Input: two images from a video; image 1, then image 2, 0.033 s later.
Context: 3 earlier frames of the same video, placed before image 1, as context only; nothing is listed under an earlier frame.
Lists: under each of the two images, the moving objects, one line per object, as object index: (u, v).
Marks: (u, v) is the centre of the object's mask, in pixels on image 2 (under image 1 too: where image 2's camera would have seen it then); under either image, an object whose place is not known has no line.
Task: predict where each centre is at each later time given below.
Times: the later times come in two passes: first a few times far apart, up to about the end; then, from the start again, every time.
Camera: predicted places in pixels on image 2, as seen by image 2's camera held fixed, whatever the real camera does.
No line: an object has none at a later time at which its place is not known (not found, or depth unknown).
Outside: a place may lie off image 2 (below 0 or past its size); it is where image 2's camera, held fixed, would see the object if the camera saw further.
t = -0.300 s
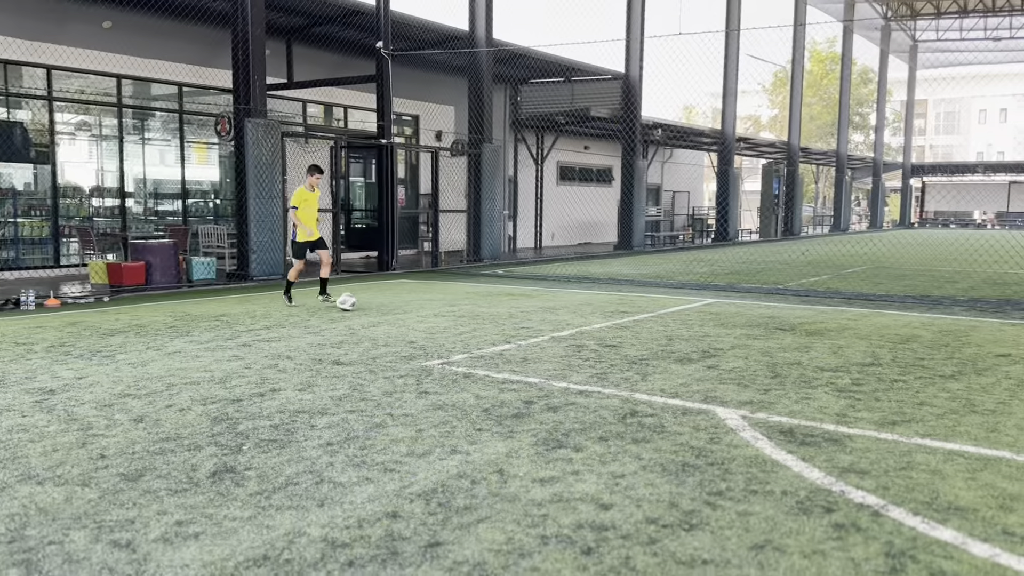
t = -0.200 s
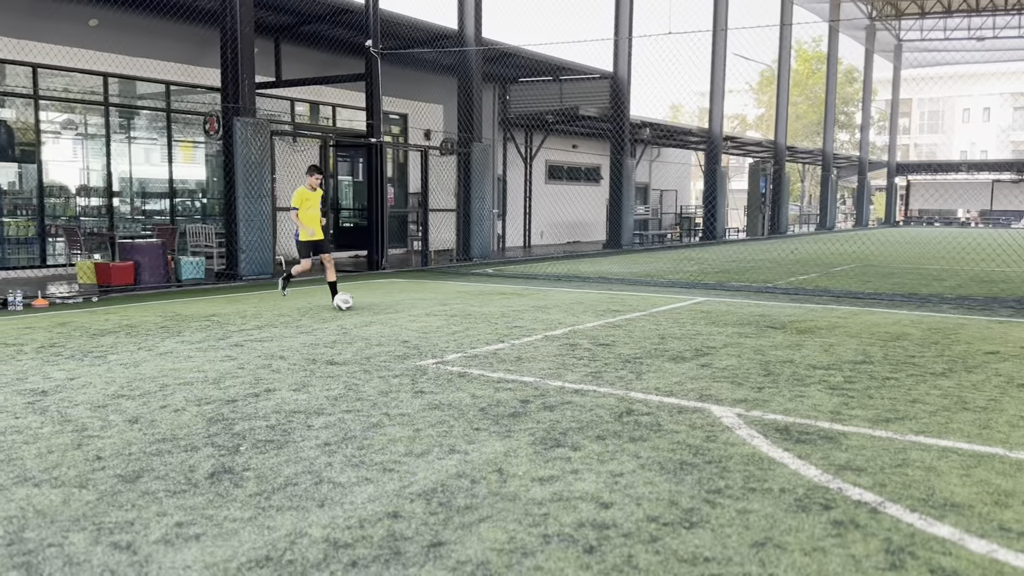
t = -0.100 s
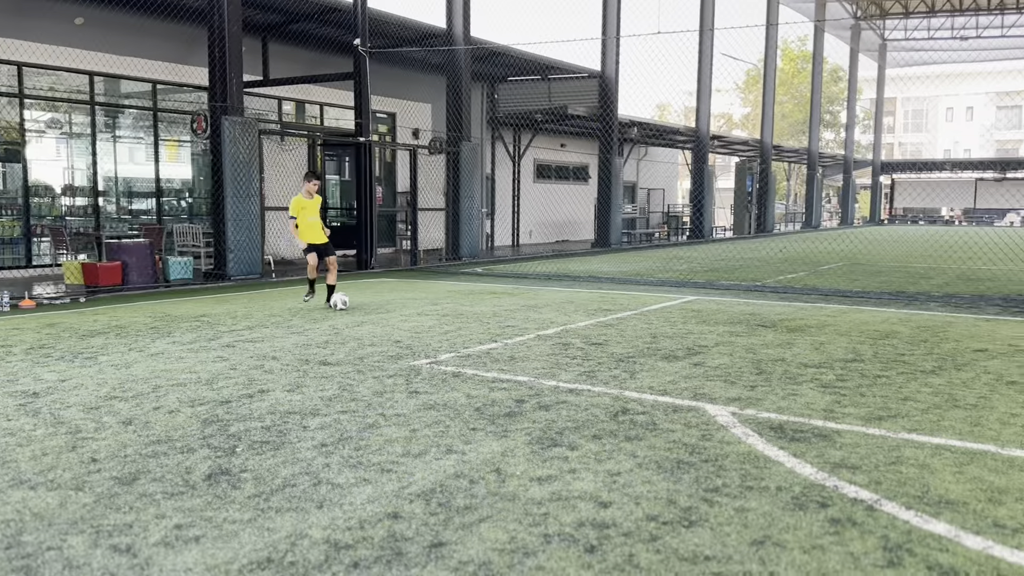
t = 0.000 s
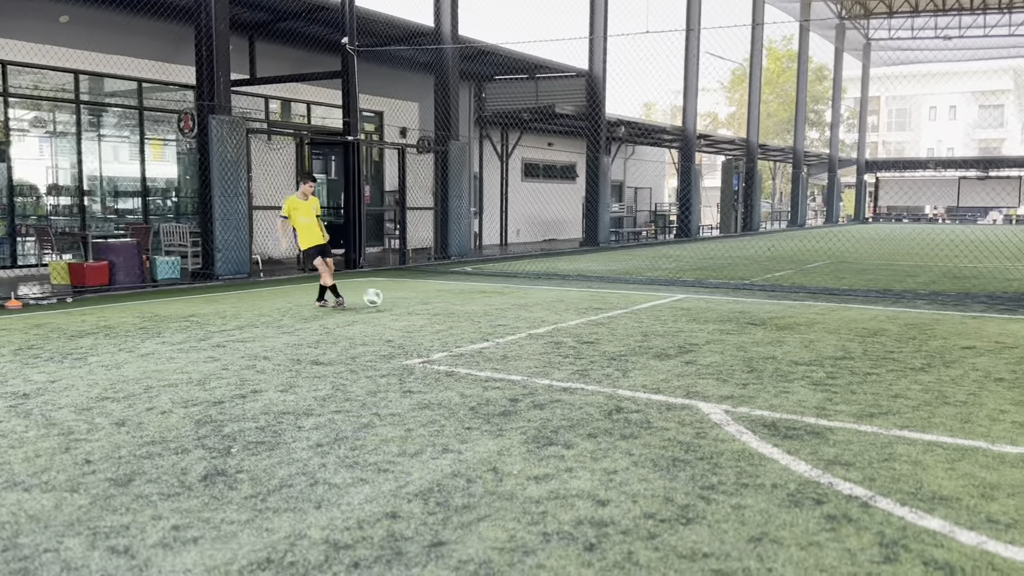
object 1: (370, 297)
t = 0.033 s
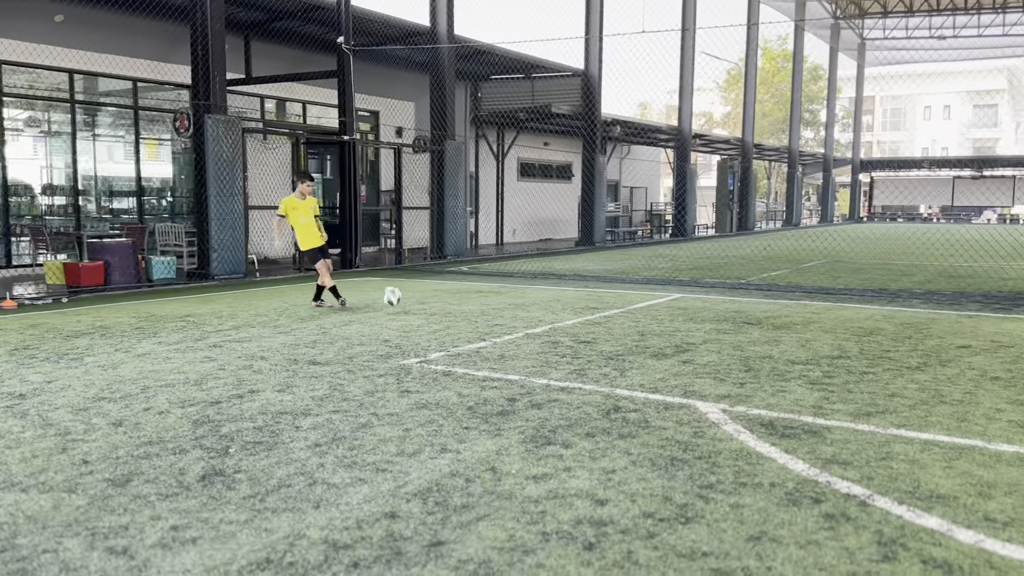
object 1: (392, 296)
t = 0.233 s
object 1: (528, 308)
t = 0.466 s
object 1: (663, 310)
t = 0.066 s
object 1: (414, 296)
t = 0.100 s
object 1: (436, 297)
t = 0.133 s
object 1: (459, 298)
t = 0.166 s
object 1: (482, 301)
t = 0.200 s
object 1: (506, 305)
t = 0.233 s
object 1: (528, 308)
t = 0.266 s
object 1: (547, 305)
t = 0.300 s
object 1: (566, 303)
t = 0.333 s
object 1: (585, 302)
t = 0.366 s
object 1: (605, 302)
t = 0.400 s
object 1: (624, 304)
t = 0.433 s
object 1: (644, 307)
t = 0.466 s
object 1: (663, 310)
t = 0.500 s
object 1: (684, 314)
